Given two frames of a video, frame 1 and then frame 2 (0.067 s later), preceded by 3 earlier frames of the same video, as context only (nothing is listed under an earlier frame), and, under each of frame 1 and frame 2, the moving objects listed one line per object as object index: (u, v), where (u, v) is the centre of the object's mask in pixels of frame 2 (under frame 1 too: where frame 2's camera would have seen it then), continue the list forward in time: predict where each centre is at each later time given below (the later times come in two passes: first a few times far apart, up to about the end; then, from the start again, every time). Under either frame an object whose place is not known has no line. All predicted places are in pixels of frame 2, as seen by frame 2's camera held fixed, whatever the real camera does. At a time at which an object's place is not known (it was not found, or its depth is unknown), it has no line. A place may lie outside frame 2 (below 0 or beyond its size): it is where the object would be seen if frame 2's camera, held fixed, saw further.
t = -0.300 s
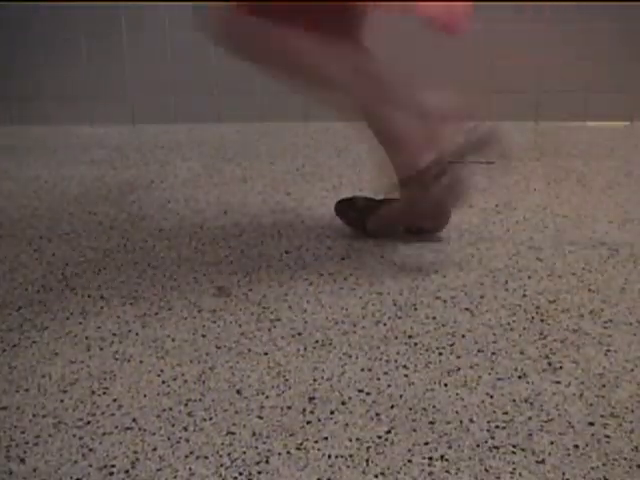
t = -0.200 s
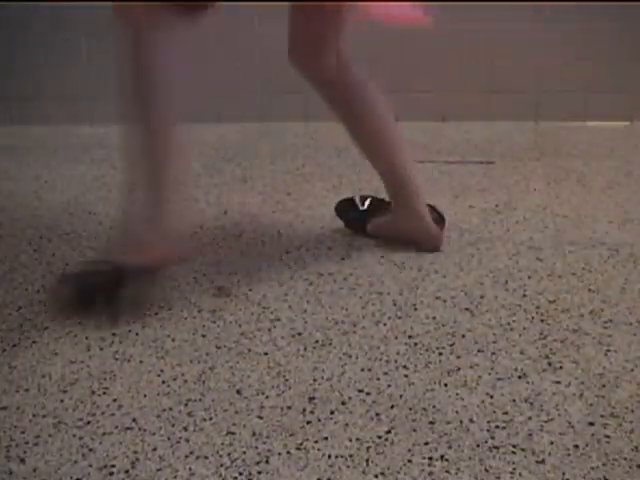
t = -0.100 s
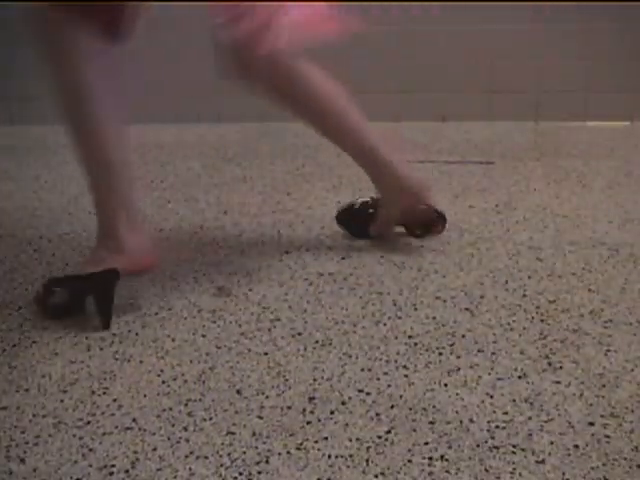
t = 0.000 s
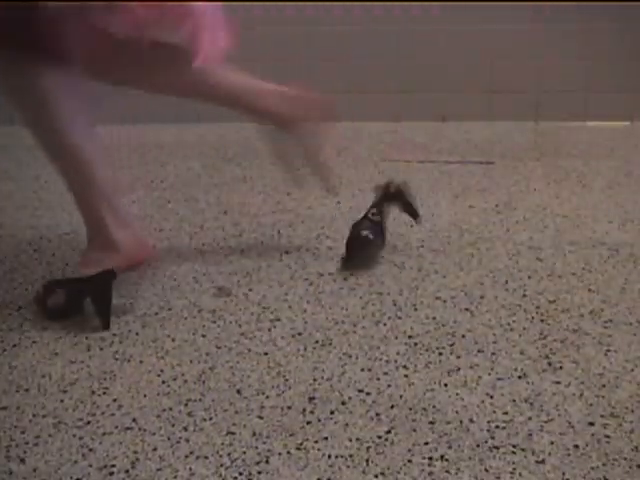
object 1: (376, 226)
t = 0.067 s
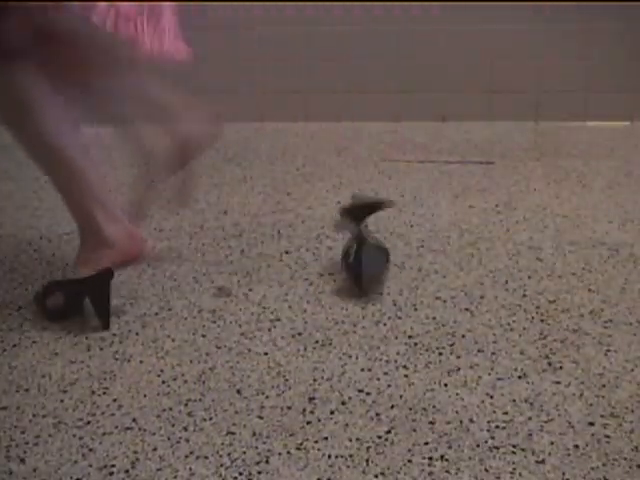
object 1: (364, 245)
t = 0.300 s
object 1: (312, 340)
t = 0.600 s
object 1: (246, 397)
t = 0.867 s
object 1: (243, 399)
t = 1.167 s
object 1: (243, 399)
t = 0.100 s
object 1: (360, 264)
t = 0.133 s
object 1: (353, 285)
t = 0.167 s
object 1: (349, 302)
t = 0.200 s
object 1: (339, 307)
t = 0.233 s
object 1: (330, 319)
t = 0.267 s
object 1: (322, 331)
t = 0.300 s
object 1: (312, 340)
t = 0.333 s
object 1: (301, 348)
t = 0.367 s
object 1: (291, 358)
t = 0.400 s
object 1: (283, 365)
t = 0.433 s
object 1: (273, 373)
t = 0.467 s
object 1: (265, 380)
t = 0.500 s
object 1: (259, 385)
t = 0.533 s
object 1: (253, 390)
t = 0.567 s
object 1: (249, 394)
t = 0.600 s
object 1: (246, 397)
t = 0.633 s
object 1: (244, 399)
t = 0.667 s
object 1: (243, 399)
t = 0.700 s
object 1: (243, 399)
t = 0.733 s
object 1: (243, 399)
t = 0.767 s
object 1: (243, 399)
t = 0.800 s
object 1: (243, 399)
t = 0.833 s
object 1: (243, 399)
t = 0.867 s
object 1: (243, 399)
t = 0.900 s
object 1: (243, 399)
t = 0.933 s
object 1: (243, 399)
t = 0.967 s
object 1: (243, 399)
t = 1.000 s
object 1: (243, 399)
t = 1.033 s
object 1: (243, 399)
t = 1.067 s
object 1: (243, 399)
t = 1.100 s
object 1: (243, 399)
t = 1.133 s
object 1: (243, 399)
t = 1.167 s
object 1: (243, 399)
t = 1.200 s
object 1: (243, 399)
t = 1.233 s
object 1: (243, 399)
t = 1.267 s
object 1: (243, 399)
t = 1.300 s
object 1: (243, 399)
